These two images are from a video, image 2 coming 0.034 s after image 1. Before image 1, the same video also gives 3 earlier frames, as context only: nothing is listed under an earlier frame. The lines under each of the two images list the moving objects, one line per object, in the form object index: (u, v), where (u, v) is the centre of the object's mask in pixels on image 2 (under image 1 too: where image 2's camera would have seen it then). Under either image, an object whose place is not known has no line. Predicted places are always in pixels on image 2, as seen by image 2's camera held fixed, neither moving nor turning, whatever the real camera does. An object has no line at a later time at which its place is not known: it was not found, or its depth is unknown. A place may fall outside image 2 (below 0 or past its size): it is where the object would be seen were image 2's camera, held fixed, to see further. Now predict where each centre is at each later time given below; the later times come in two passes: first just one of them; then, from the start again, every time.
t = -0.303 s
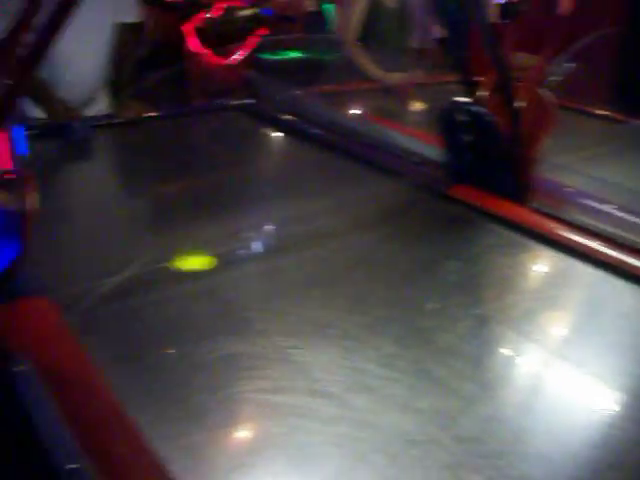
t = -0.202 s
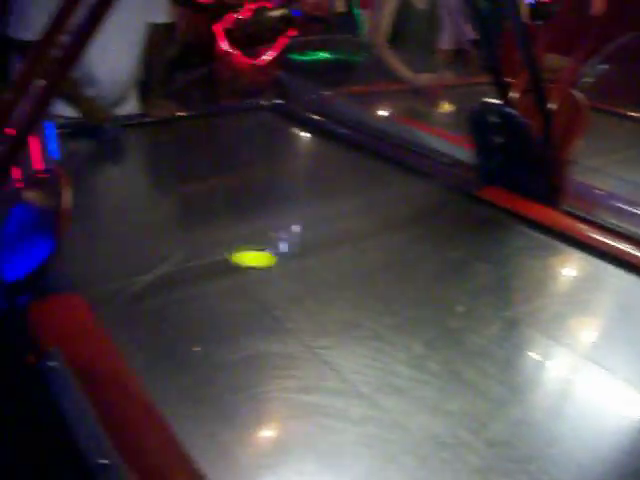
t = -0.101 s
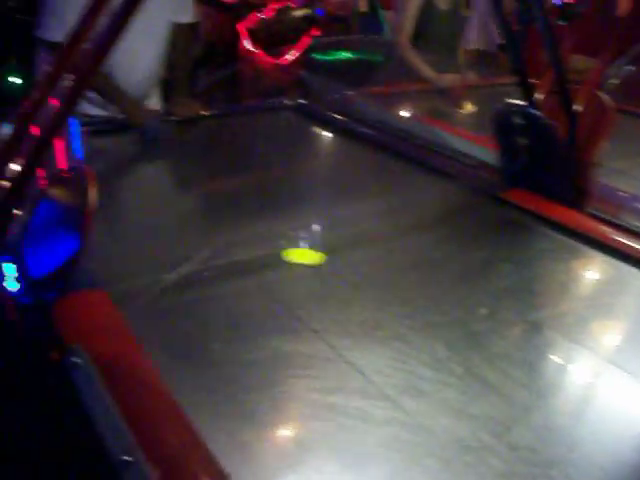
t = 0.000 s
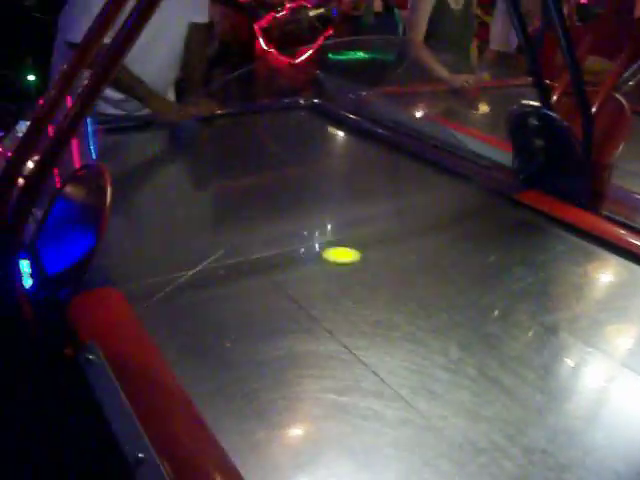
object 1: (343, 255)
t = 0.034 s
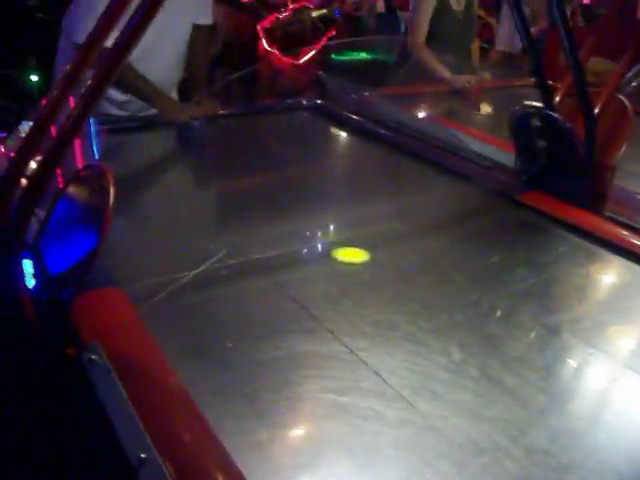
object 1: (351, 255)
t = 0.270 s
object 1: (395, 254)
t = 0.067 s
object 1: (358, 255)
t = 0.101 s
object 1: (365, 255)
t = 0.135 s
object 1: (371, 254)
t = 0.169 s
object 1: (378, 254)
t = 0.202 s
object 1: (384, 254)
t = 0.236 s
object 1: (389, 255)
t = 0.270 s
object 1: (395, 254)
